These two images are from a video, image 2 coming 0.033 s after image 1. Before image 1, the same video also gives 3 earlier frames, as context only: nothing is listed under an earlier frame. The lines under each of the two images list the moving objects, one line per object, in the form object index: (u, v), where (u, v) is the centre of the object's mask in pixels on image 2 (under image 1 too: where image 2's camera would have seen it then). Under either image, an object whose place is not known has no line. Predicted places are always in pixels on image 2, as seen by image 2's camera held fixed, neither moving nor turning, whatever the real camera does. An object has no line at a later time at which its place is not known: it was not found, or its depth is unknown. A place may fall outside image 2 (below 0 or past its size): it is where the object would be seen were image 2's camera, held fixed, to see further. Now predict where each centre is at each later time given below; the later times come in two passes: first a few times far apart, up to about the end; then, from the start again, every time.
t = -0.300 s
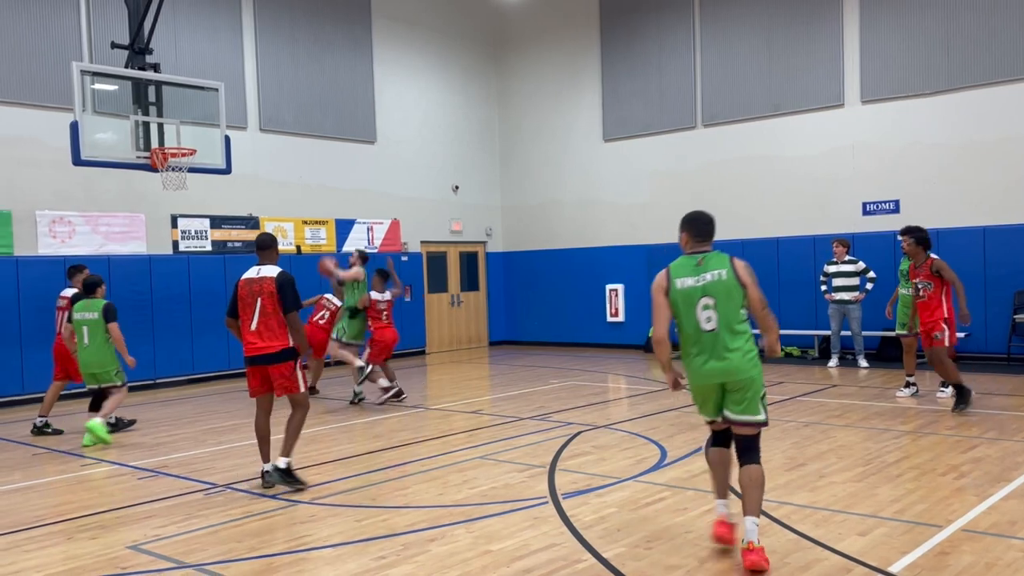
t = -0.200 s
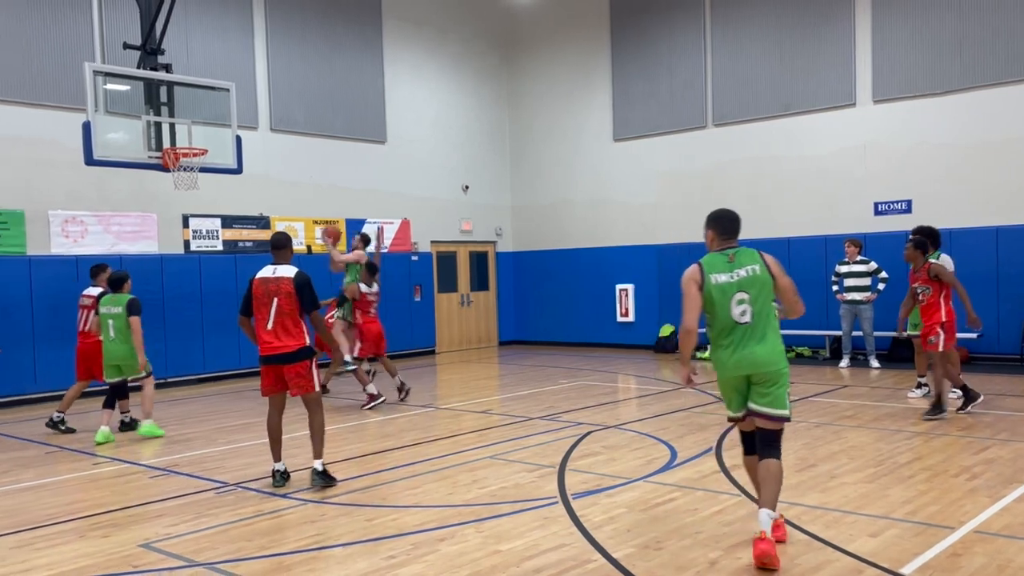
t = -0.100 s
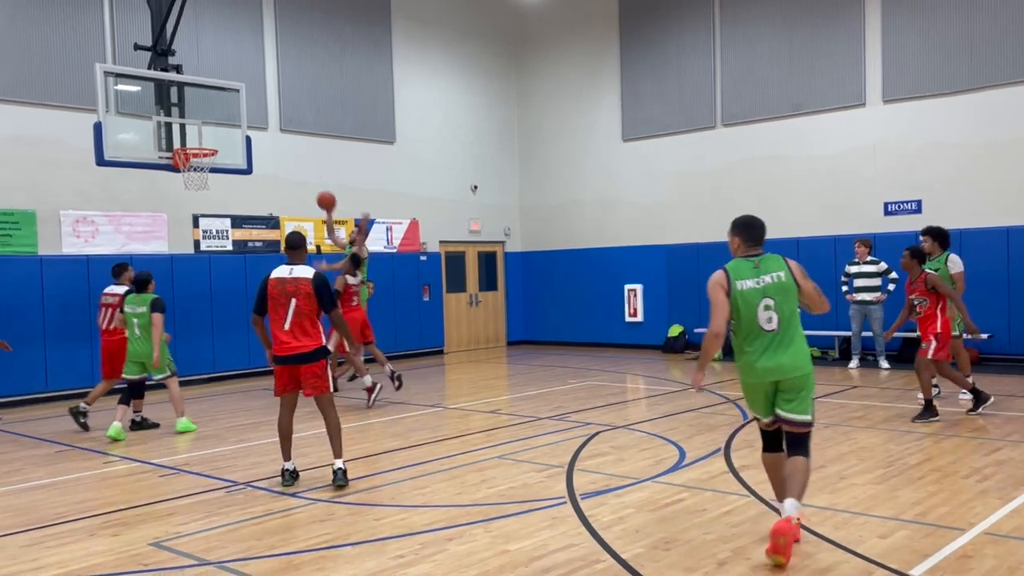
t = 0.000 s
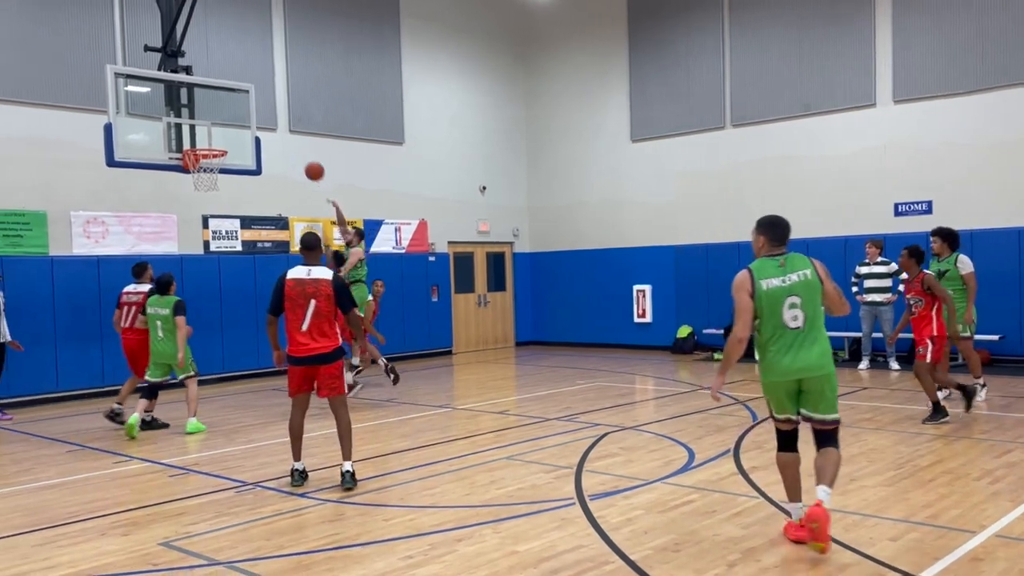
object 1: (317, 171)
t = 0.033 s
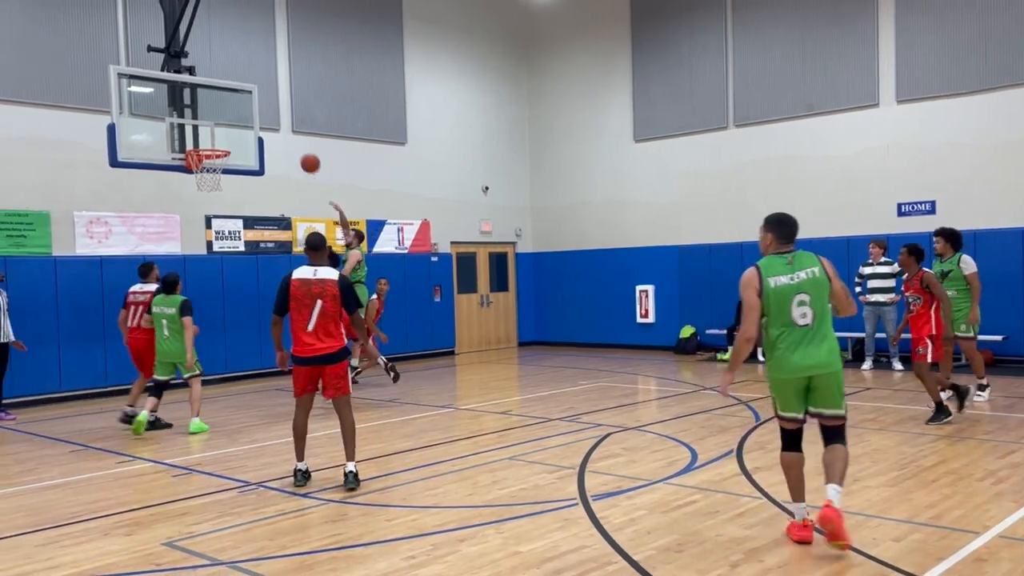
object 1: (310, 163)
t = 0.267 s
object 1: (262, 131)
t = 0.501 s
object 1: (229, 137)
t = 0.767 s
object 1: (255, 142)
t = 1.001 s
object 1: (291, 173)
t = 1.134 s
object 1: (311, 209)
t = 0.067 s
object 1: (303, 156)
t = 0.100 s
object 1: (296, 149)
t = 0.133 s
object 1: (289, 144)
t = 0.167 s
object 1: (282, 139)
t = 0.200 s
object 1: (276, 136)
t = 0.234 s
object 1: (269, 133)
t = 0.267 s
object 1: (262, 131)
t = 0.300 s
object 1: (255, 130)
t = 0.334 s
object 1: (249, 130)
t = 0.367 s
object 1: (242, 130)
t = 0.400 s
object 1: (235, 132)
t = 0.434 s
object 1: (232, 134)
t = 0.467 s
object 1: (230, 135)
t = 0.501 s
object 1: (229, 137)
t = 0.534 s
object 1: (228, 141)
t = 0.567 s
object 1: (227, 144)
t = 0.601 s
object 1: (229, 145)
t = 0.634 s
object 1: (234, 144)
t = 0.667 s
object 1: (240, 142)
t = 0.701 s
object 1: (245, 141)
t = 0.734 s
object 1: (250, 141)
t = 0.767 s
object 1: (255, 142)
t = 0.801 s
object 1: (260, 144)
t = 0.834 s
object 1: (265, 147)
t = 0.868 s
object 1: (271, 150)
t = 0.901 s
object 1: (276, 155)
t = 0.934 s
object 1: (281, 160)
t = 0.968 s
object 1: (285, 166)
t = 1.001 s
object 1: (291, 173)
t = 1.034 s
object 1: (296, 181)
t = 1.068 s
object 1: (301, 189)
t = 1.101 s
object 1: (306, 199)
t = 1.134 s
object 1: (311, 209)
